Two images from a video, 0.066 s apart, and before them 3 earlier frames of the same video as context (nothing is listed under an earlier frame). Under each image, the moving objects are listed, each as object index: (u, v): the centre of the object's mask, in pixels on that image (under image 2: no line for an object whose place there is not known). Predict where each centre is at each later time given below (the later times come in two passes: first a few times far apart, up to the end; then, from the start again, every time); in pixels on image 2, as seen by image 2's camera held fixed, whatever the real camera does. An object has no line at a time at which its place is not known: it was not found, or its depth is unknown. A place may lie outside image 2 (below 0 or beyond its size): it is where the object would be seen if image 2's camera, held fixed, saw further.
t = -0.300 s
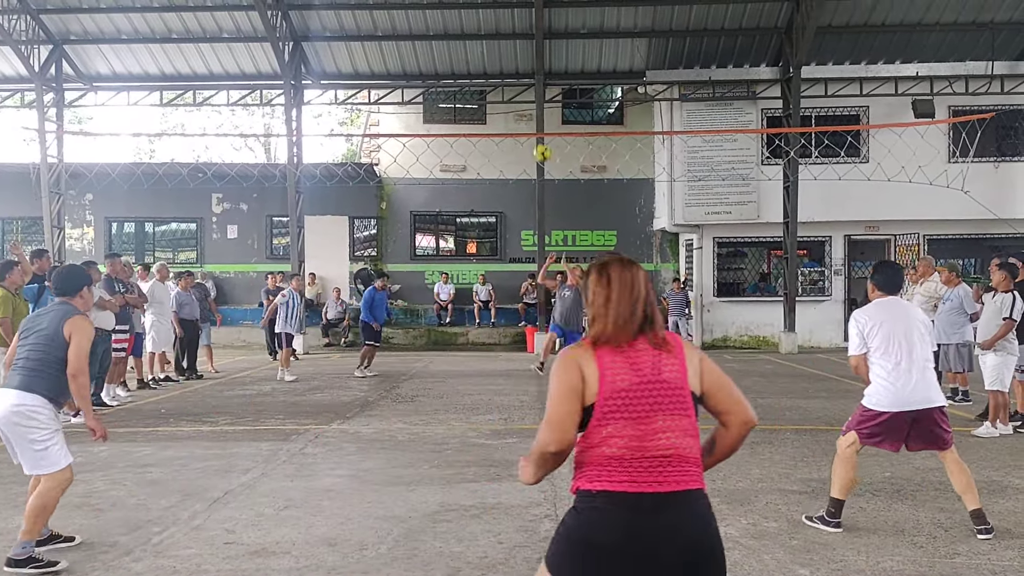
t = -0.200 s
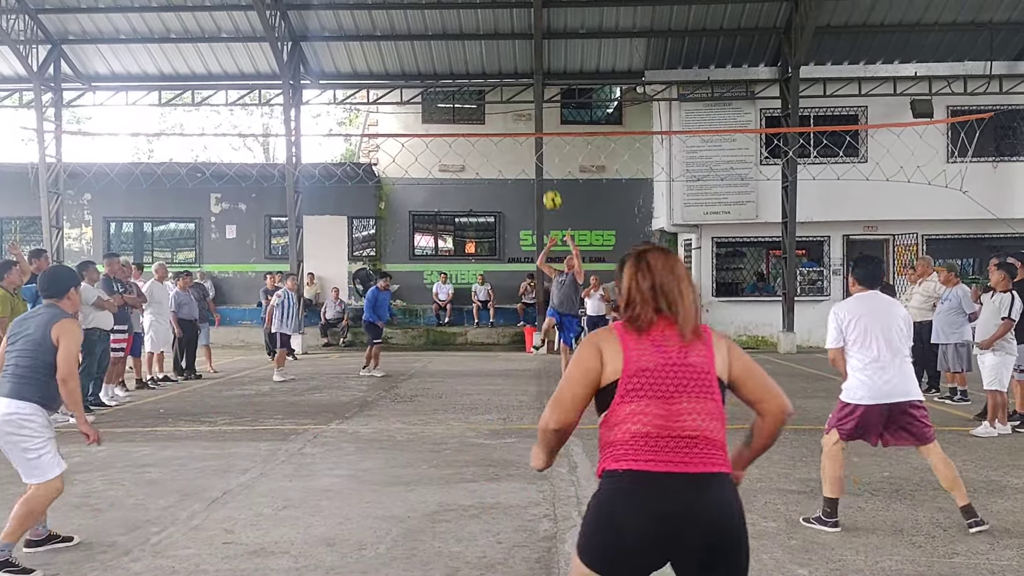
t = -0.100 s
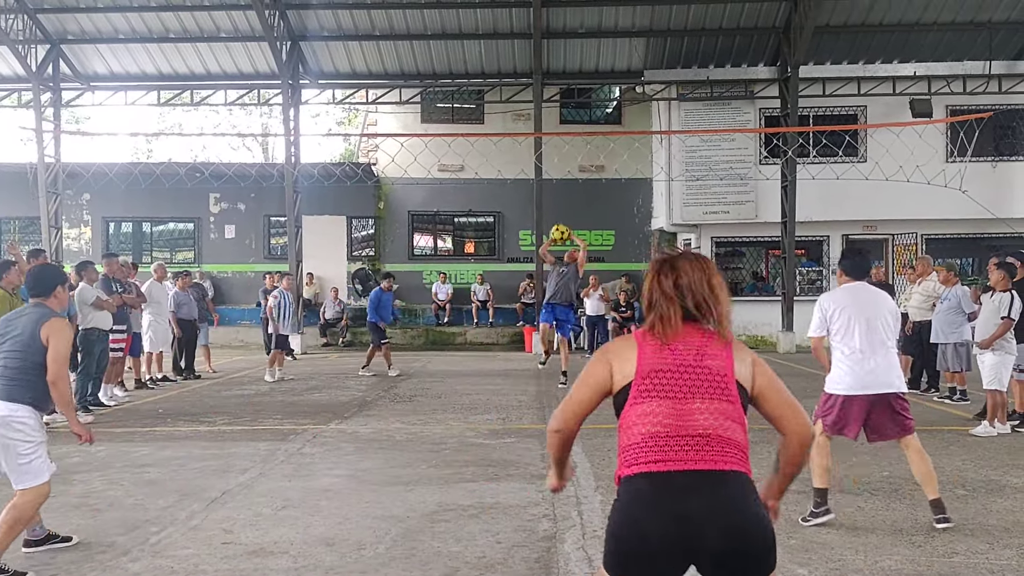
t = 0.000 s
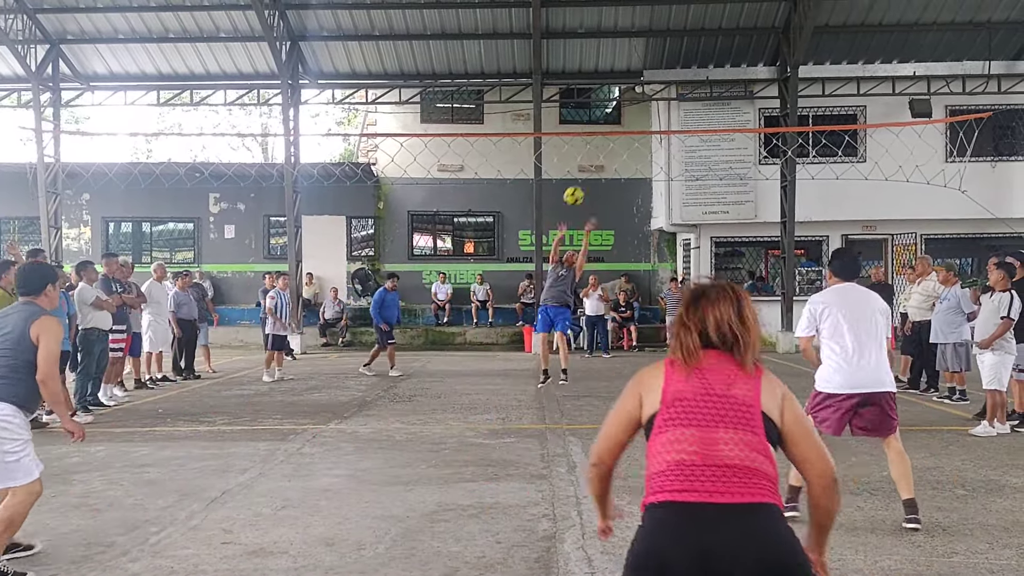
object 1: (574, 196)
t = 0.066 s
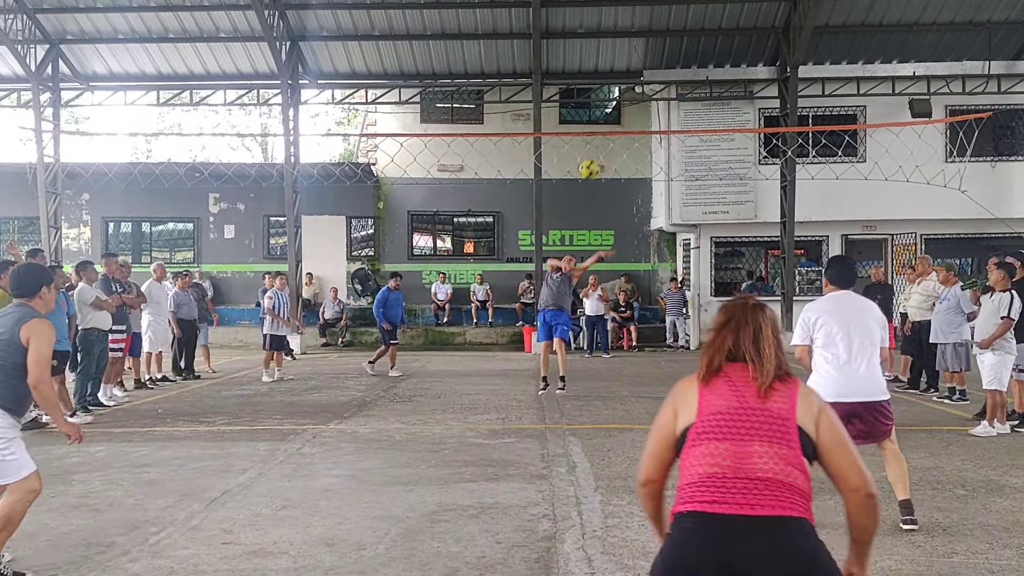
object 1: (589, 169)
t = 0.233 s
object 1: (637, 109)
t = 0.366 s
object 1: (680, 69)
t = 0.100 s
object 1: (597, 157)
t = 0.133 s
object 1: (607, 144)
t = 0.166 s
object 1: (616, 131)
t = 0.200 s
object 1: (627, 119)
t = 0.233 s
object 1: (637, 109)
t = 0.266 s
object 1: (647, 98)
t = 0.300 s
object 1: (659, 88)
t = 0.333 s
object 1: (669, 78)
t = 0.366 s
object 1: (680, 69)
